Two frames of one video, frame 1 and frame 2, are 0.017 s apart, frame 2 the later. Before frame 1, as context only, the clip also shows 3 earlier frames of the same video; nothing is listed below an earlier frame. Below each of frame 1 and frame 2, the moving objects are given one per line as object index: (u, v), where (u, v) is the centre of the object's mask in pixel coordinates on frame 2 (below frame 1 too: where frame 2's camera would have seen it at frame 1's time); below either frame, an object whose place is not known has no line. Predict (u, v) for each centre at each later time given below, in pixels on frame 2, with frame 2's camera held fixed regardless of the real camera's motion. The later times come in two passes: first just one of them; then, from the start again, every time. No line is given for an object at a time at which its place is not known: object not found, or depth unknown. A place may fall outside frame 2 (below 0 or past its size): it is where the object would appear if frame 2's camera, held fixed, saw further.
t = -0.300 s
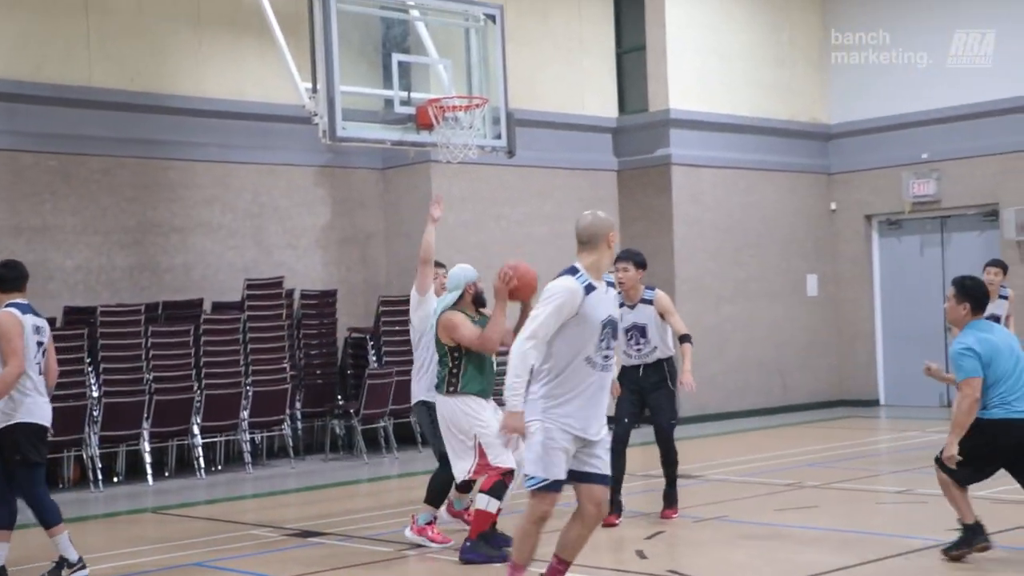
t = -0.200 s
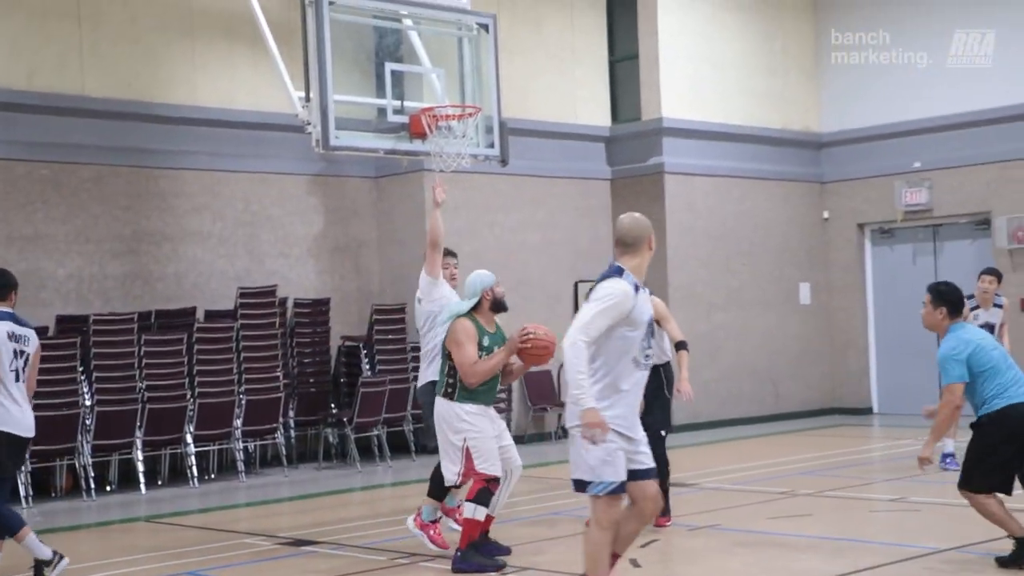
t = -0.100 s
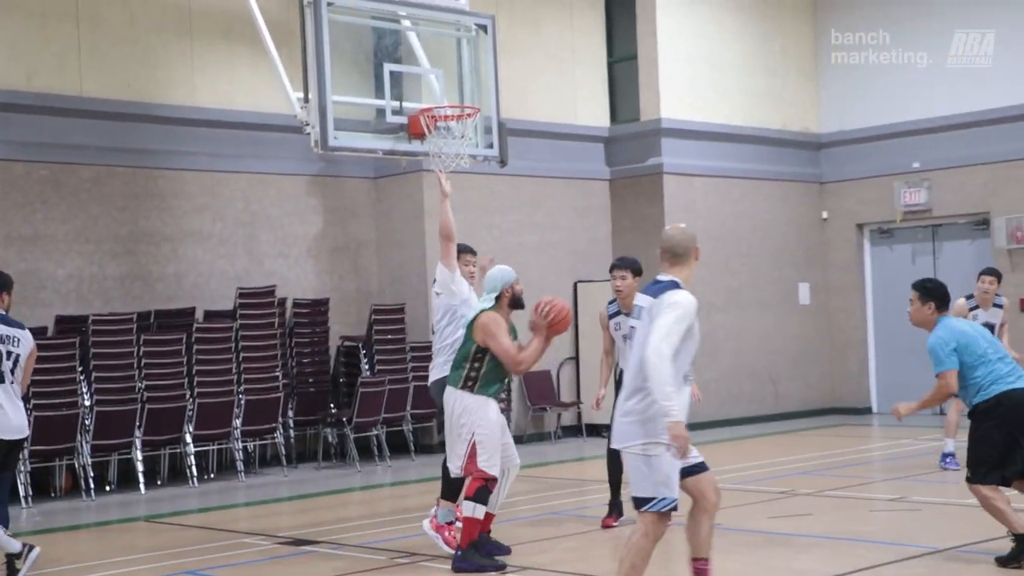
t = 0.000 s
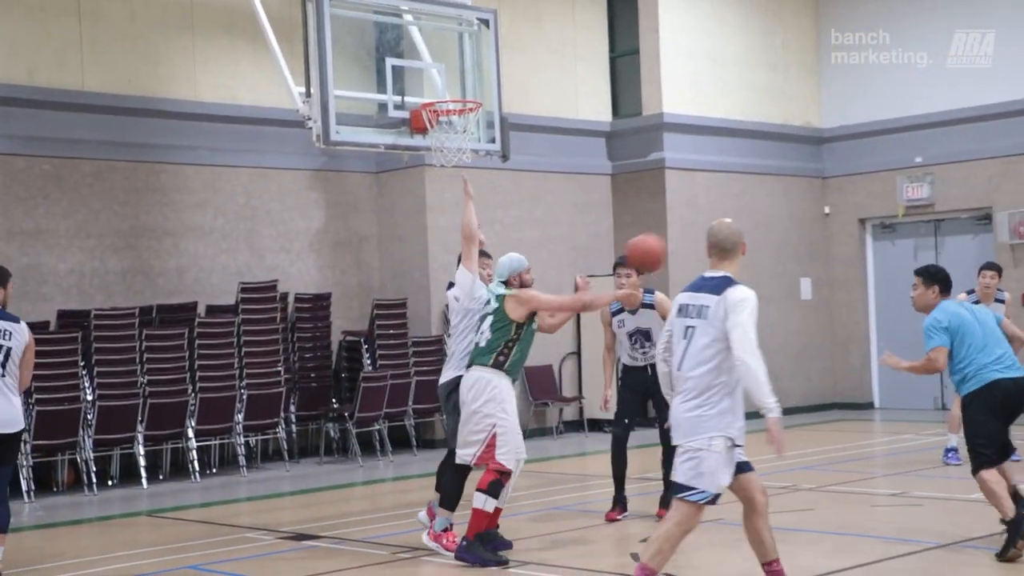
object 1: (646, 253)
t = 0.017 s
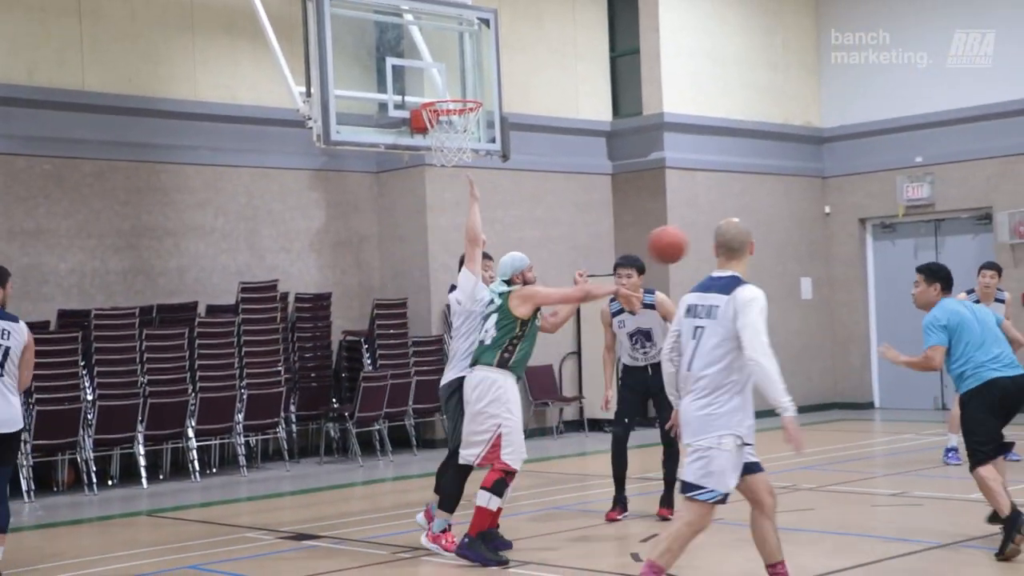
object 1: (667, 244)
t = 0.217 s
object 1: (912, 180)
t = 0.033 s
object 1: (690, 236)
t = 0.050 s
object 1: (711, 228)
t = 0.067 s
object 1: (730, 220)
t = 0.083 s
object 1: (751, 210)
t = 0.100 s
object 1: (773, 205)
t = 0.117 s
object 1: (794, 202)
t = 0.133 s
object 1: (815, 197)
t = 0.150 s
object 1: (834, 193)
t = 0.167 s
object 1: (854, 189)
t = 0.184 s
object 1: (873, 185)
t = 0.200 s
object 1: (893, 182)
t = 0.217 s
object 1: (912, 180)
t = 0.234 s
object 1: (931, 177)
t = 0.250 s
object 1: (949, 175)
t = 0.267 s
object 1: (966, 174)
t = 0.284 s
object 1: (985, 173)
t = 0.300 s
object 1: (1001, 172)
